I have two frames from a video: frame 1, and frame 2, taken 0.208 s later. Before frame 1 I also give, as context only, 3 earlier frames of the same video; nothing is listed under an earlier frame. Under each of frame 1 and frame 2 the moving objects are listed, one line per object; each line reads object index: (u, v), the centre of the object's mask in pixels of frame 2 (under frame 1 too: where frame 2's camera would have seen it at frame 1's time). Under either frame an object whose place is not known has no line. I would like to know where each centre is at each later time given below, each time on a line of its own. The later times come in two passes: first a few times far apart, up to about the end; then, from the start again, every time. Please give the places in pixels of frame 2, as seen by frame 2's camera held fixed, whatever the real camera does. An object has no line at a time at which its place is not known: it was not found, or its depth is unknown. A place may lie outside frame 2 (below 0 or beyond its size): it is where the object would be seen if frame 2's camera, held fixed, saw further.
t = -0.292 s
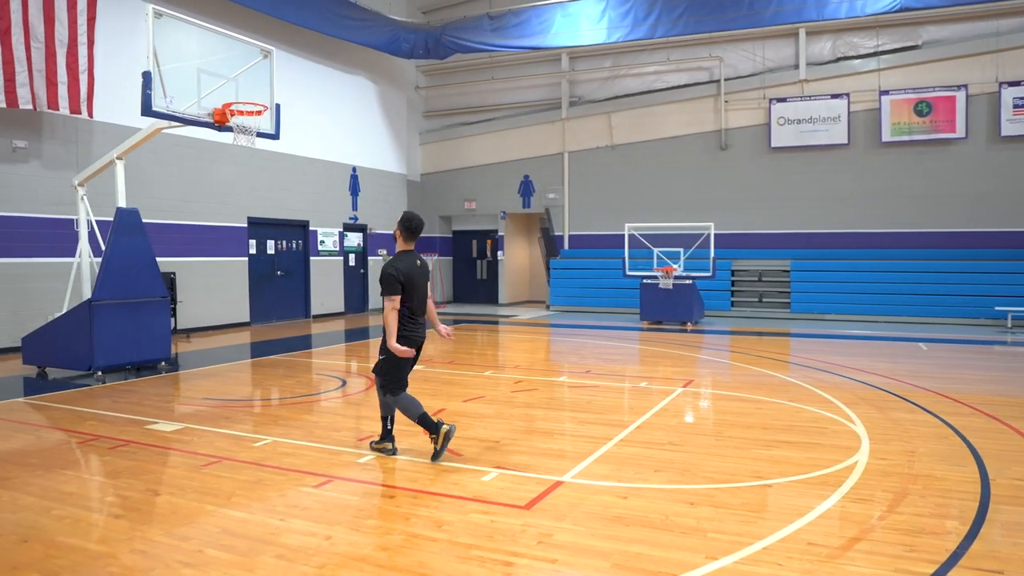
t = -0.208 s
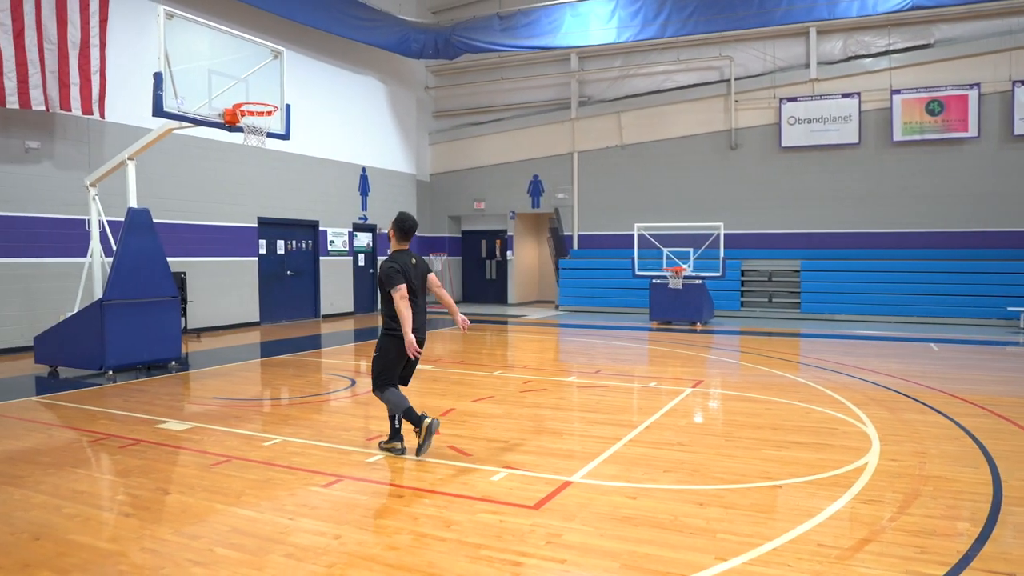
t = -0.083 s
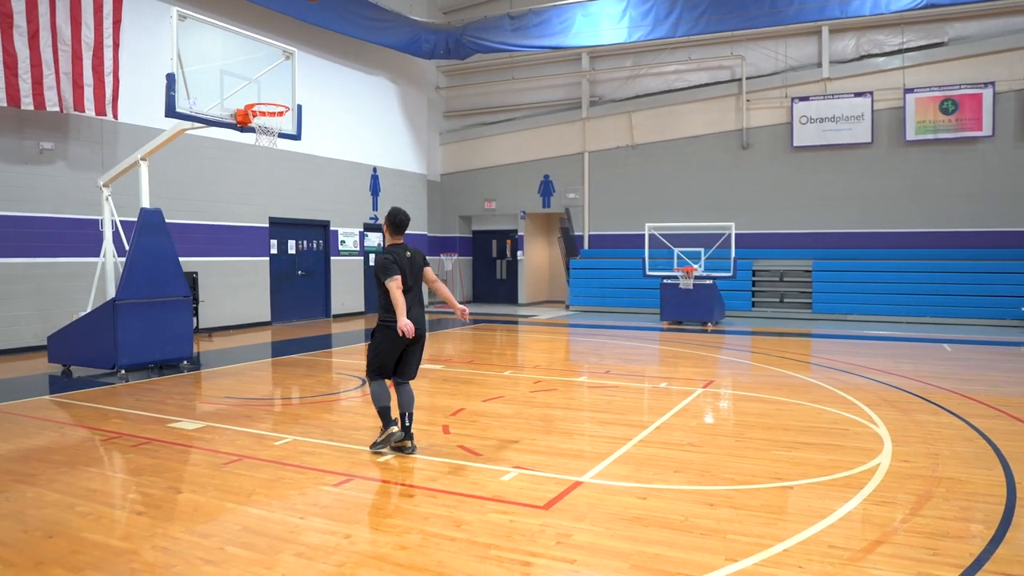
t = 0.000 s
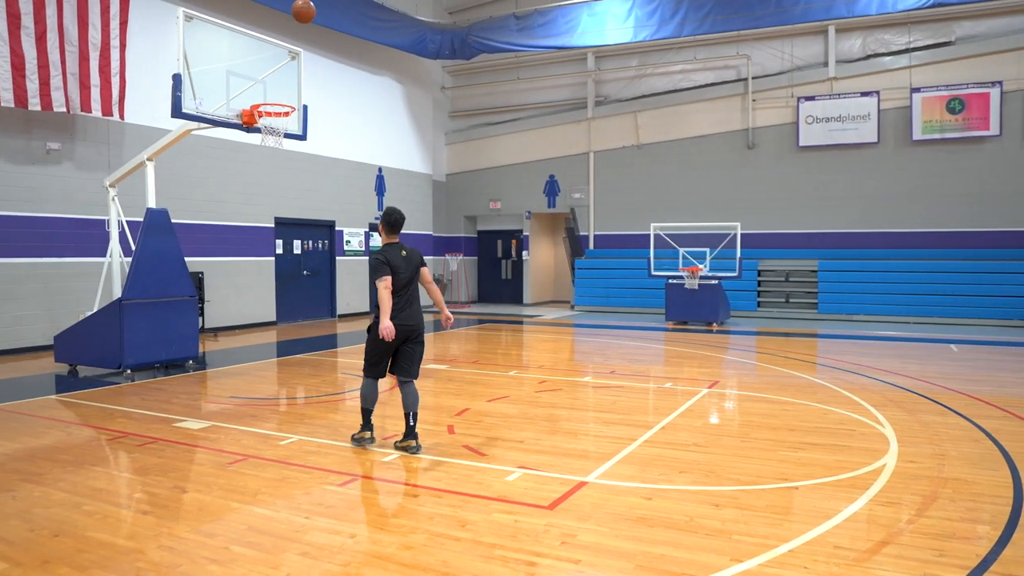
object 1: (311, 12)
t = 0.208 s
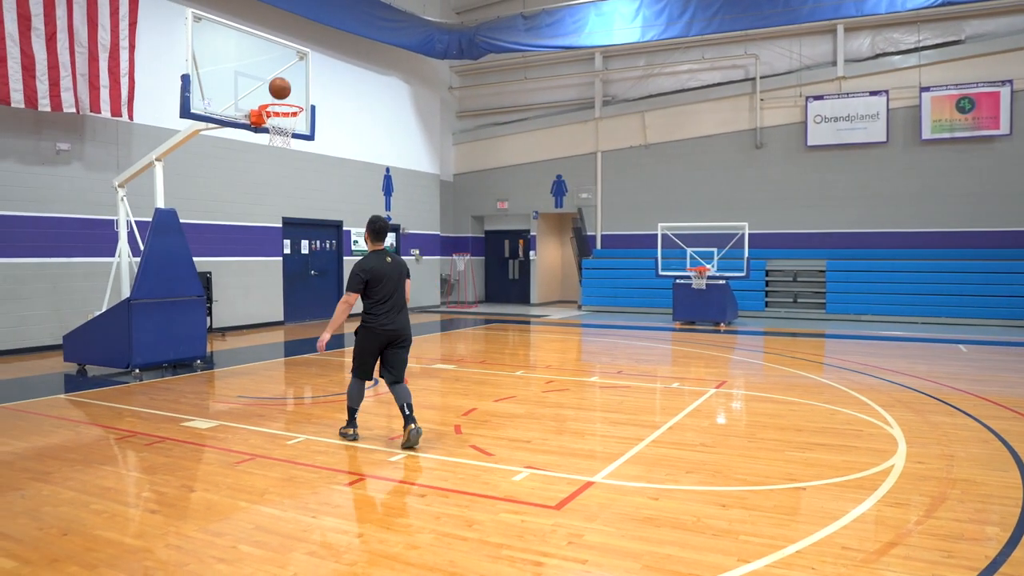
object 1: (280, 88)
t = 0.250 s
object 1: (274, 107)
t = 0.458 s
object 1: (293, 124)
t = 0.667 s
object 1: (284, 143)
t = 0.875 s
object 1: (275, 199)
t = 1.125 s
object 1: (266, 320)
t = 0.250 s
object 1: (274, 107)
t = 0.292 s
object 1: (281, 117)
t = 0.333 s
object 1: (291, 127)
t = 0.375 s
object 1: (295, 128)
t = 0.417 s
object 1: (294, 125)
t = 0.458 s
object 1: (293, 124)
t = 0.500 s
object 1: (291, 124)
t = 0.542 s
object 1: (290, 126)
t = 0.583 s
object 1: (288, 129)
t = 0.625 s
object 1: (286, 134)
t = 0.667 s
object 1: (284, 143)
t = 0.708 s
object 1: (282, 150)
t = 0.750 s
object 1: (280, 160)
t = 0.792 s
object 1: (278, 172)
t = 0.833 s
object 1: (276, 185)
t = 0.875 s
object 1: (275, 199)
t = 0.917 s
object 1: (273, 215)
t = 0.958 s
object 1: (271, 233)
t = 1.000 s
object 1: (270, 253)
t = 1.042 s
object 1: (269, 274)
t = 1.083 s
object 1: (267, 296)
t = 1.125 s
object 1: (266, 320)
